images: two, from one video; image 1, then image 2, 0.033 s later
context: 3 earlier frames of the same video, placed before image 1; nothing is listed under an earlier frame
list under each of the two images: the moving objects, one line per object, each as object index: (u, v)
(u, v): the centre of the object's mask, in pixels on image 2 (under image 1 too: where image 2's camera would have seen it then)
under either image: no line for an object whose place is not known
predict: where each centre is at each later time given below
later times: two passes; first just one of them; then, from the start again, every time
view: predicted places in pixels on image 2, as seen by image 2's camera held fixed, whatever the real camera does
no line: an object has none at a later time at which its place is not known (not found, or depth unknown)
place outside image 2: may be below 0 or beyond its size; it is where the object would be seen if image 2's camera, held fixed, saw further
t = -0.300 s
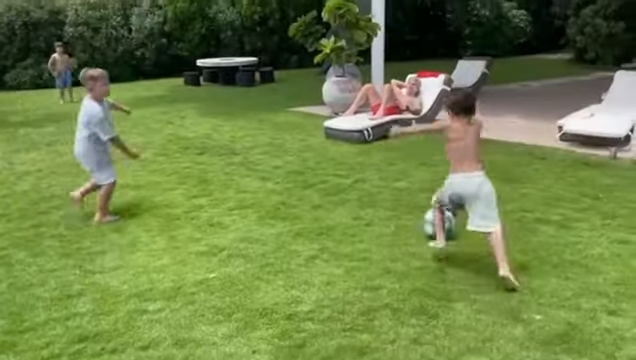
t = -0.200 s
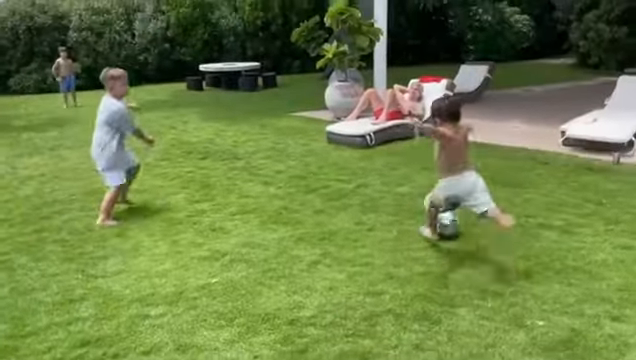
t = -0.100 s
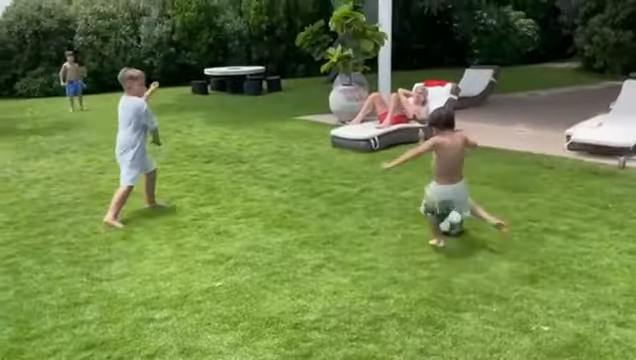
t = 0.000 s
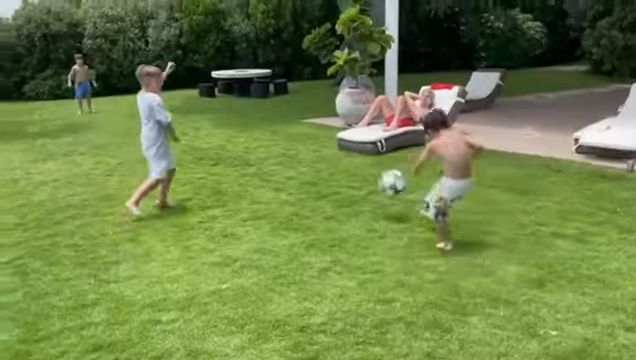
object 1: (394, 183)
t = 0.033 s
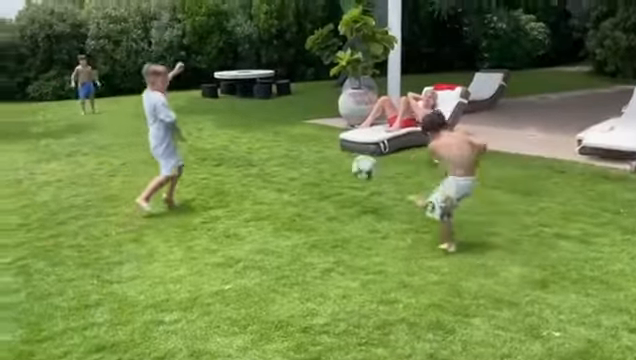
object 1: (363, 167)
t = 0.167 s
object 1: (264, 124)
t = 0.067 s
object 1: (336, 153)
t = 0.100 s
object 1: (309, 141)
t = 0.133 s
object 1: (286, 131)
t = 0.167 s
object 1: (264, 124)
